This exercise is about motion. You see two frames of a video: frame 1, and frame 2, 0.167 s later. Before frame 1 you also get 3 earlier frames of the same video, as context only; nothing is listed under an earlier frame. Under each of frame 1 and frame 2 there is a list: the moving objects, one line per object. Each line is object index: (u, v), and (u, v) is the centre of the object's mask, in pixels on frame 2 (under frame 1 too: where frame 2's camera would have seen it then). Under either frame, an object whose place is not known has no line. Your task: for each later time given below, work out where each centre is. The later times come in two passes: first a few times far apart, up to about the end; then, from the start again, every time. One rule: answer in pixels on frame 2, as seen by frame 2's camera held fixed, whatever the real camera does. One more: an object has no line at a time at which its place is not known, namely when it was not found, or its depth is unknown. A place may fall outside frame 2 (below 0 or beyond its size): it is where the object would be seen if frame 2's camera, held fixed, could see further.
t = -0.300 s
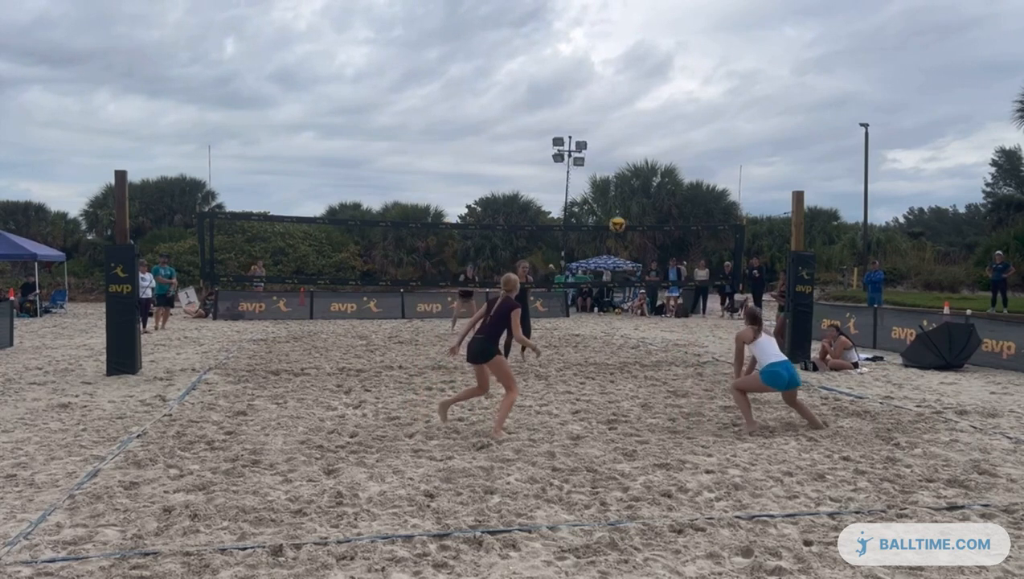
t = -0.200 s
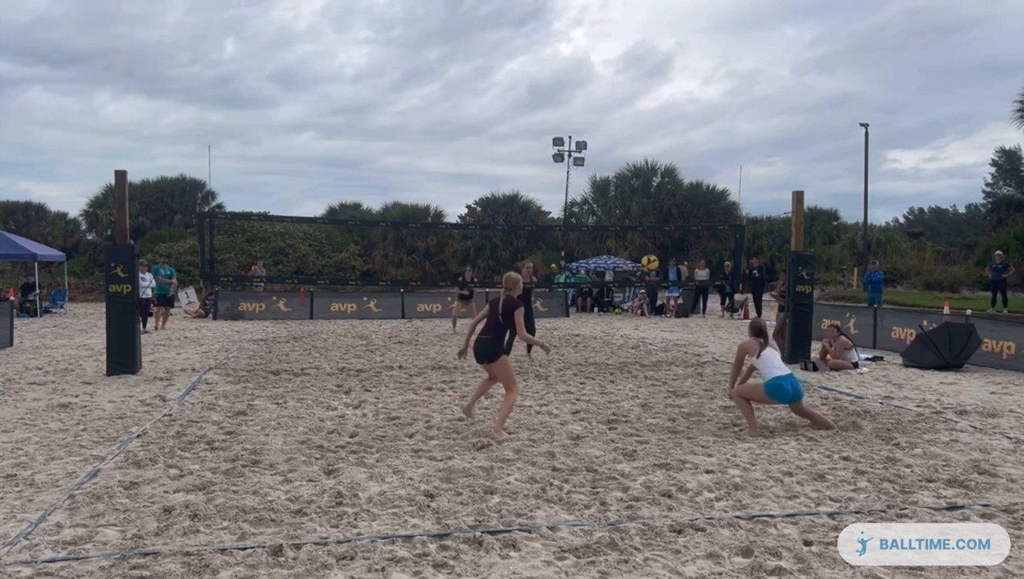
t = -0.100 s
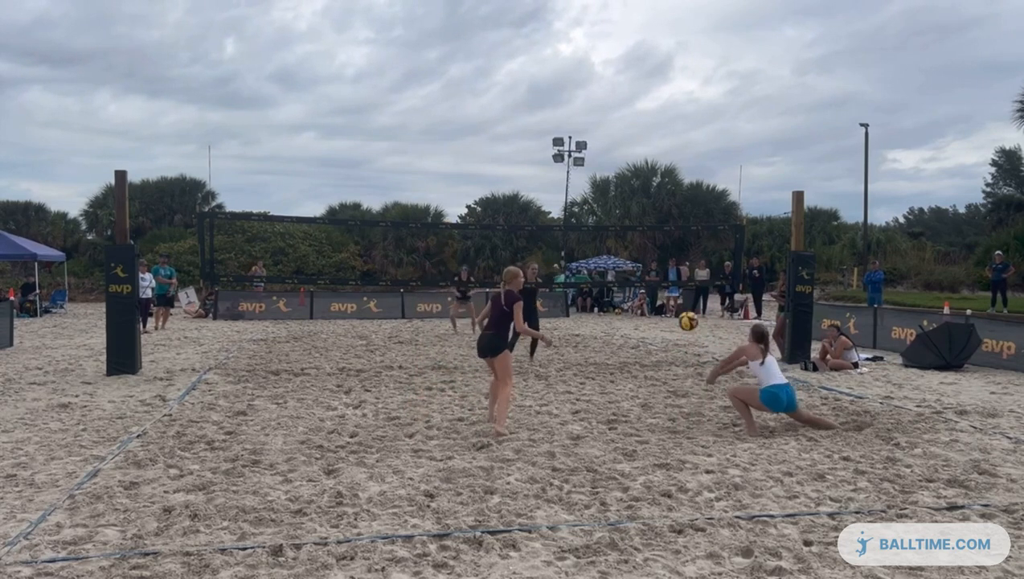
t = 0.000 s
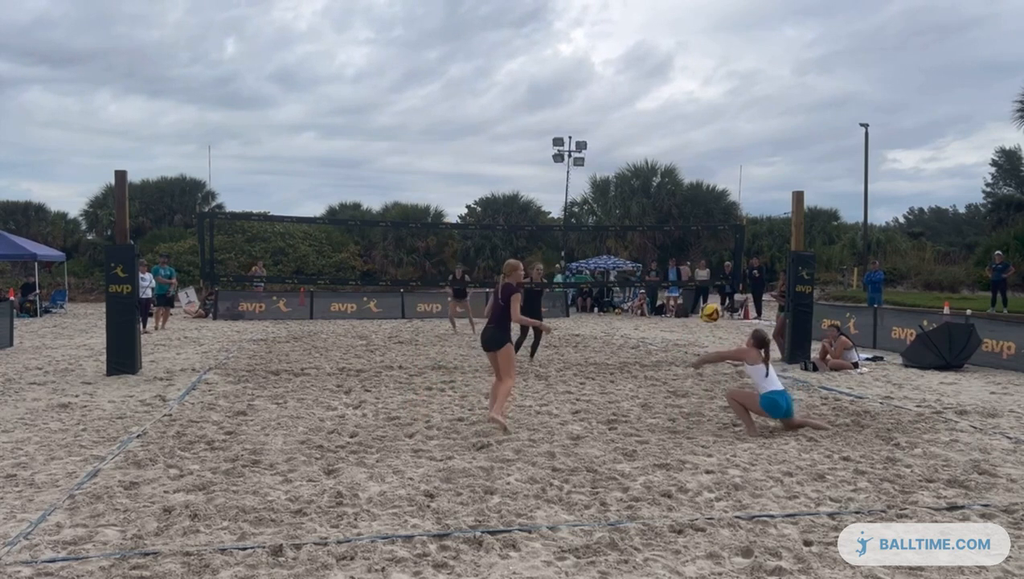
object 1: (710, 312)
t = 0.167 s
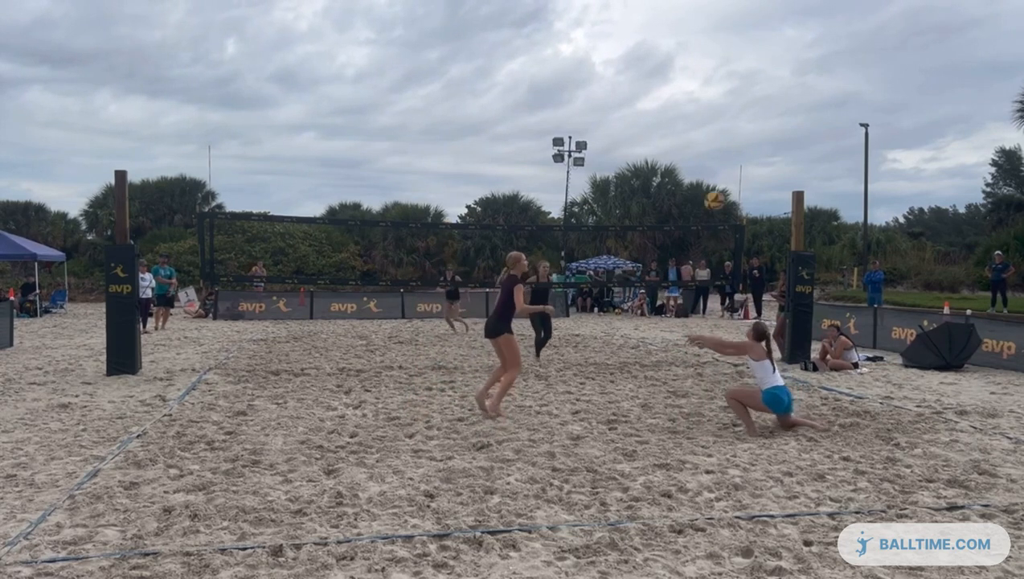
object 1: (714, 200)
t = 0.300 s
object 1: (719, 135)
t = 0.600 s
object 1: (730, 54)
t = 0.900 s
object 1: (739, 52)
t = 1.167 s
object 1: (745, 106)
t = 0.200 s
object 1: (716, 182)
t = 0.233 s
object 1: (716, 165)
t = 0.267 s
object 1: (718, 149)
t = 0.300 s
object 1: (719, 135)
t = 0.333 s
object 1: (720, 121)
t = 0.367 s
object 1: (722, 109)
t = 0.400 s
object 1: (723, 98)
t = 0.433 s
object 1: (724, 88)
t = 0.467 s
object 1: (725, 79)
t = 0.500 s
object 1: (727, 71)
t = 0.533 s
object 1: (728, 64)
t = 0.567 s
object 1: (729, 58)
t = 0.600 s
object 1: (730, 54)
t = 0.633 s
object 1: (731, 50)
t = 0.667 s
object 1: (732, 47)
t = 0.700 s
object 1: (733, 45)
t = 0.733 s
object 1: (735, 44)
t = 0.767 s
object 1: (736, 44)
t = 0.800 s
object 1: (736, 44)
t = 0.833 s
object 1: (738, 46)
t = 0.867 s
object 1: (738, 49)
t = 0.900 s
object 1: (739, 52)
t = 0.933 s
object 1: (740, 56)
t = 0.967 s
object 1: (741, 61)
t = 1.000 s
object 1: (742, 66)
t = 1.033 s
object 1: (742, 73)
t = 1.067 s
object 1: (743, 80)
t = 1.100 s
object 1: (743, 88)
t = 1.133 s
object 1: (744, 97)
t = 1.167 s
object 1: (745, 106)
